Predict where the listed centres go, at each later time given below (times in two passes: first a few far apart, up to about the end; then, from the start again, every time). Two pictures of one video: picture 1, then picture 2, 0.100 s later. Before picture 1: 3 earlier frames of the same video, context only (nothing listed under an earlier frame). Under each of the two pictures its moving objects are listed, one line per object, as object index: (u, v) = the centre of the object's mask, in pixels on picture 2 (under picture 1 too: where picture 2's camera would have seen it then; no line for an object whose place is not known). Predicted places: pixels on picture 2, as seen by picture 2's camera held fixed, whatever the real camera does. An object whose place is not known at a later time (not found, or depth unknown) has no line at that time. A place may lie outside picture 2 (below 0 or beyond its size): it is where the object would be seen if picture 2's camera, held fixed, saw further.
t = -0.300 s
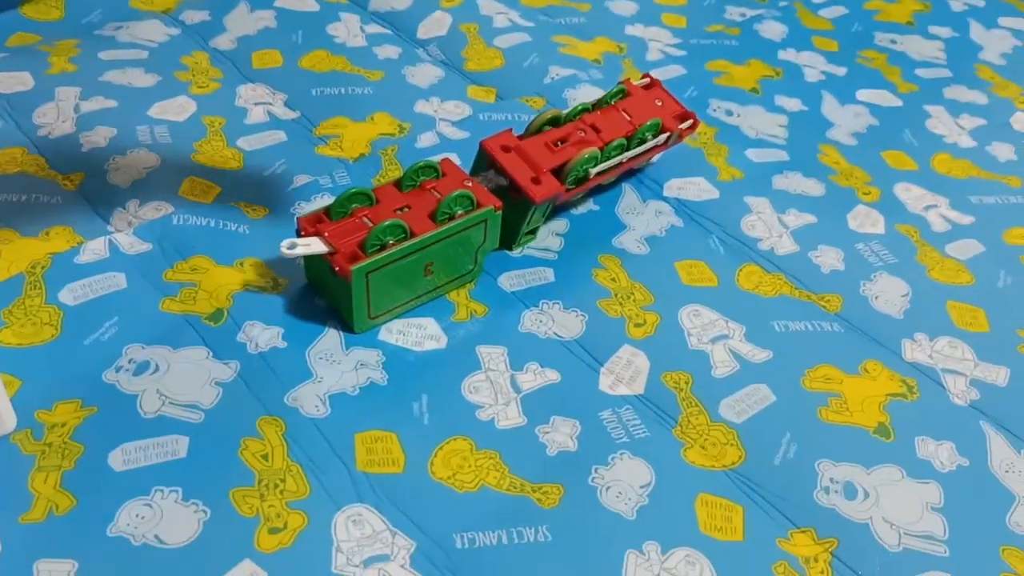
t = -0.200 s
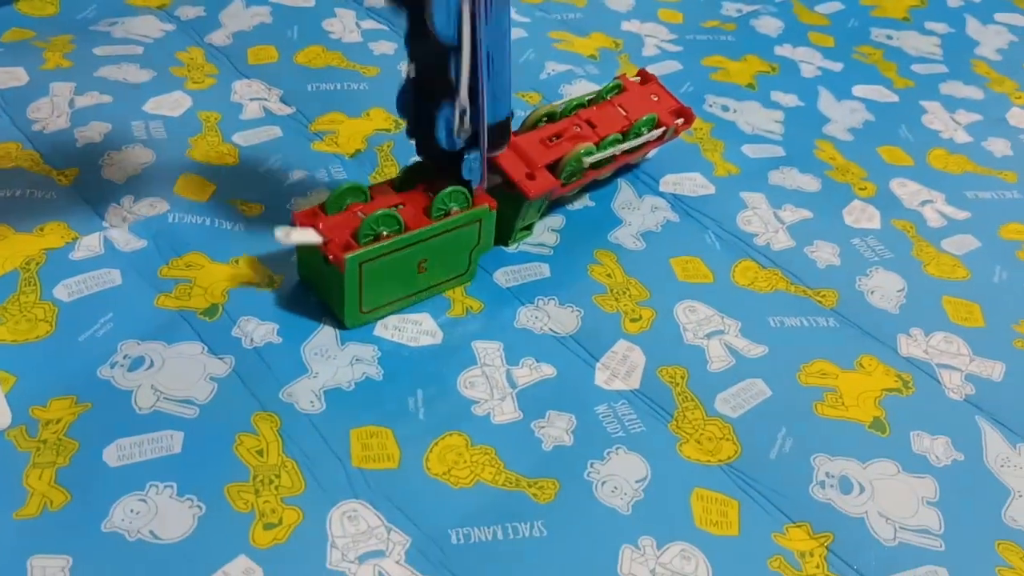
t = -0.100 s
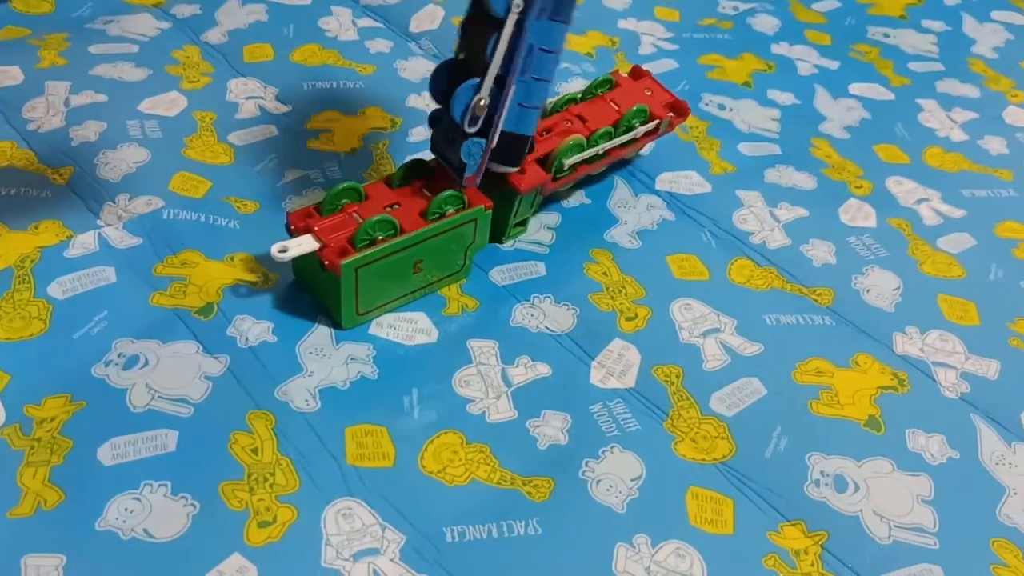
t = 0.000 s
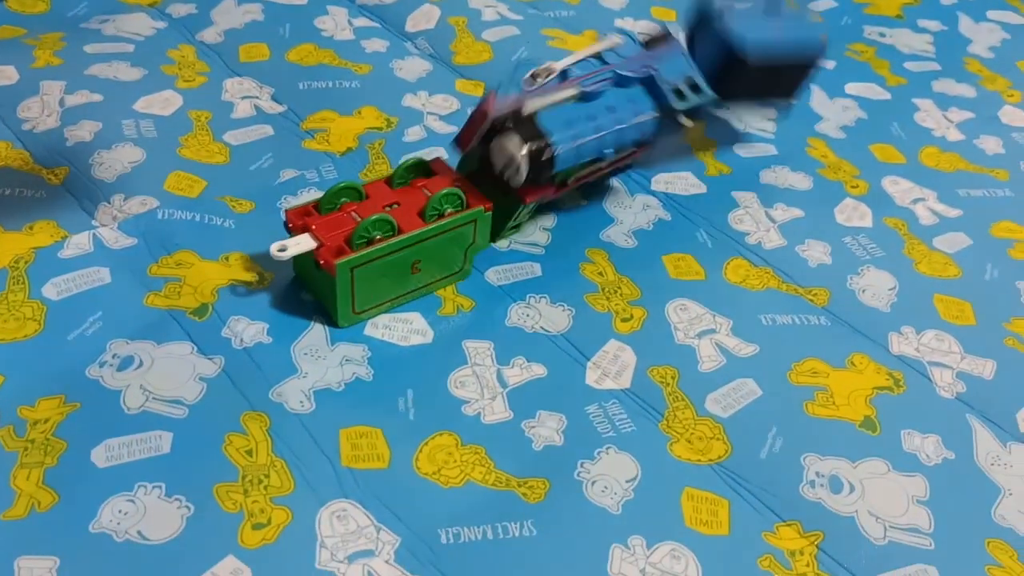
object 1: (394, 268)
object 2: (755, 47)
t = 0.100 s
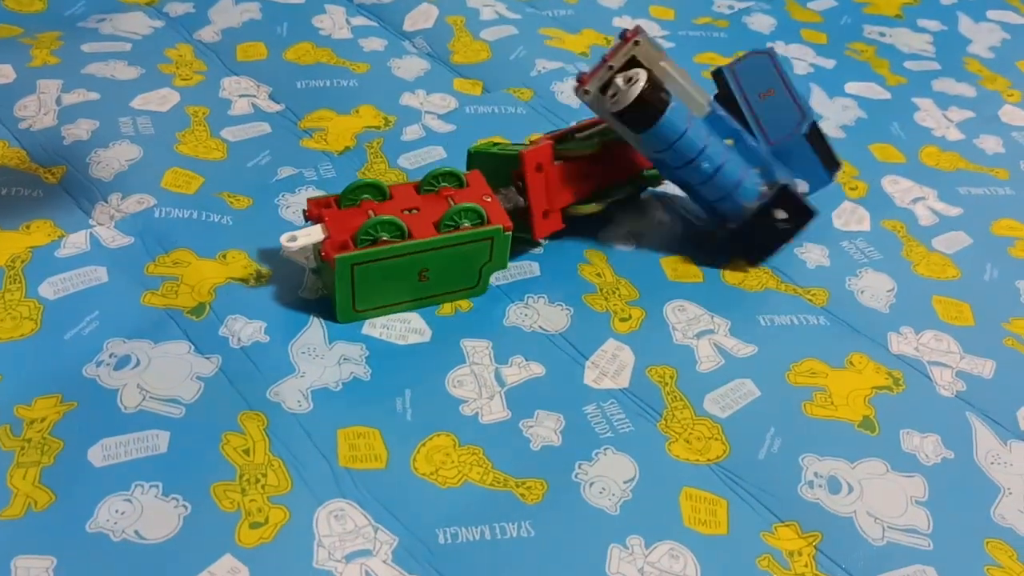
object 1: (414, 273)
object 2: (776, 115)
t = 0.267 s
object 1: (415, 271)
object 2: (819, 123)
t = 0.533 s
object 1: (415, 271)
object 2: (825, 128)
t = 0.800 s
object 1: (415, 272)
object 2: (824, 128)
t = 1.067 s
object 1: (416, 272)
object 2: (824, 128)
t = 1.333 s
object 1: (416, 272)
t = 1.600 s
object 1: (416, 272)
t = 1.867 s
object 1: (416, 272)
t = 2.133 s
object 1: (416, 272)
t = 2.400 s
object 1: (416, 272)
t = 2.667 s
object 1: (415, 272)
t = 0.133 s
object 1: (417, 274)
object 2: (787, 123)
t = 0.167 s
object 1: (417, 273)
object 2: (797, 122)
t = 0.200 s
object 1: (415, 272)
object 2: (802, 117)
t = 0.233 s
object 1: (415, 271)
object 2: (820, 116)
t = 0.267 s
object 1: (415, 271)
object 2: (819, 123)
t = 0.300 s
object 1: (415, 272)
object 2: (824, 126)
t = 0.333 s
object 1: (415, 272)
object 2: (826, 126)
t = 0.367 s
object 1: (415, 272)
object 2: (826, 127)
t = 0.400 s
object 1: (415, 271)
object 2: (826, 127)
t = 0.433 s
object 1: (415, 271)
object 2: (826, 127)
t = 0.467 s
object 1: (416, 272)
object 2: (825, 127)
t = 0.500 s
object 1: (415, 271)
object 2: (825, 127)
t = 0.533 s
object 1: (415, 271)
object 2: (825, 128)
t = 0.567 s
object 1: (415, 272)
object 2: (825, 127)
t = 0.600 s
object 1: (415, 272)
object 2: (825, 128)
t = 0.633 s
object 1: (415, 272)
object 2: (825, 128)
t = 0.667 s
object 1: (415, 272)
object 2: (824, 128)
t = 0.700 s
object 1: (415, 272)
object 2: (824, 128)
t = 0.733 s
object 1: (415, 272)
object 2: (824, 128)
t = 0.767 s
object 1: (415, 272)
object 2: (824, 128)
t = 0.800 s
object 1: (415, 272)
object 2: (824, 128)
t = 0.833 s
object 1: (415, 272)
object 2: (824, 128)
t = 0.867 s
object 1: (415, 272)
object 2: (824, 128)
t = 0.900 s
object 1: (416, 272)
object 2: (824, 128)
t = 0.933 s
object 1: (416, 272)
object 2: (824, 128)
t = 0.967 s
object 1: (416, 272)
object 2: (824, 128)
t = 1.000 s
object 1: (416, 272)
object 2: (824, 128)
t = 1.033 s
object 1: (416, 272)
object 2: (824, 128)
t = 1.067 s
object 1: (416, 272)
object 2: (824, 128)
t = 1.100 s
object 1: (416, 272)
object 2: (824, 128)
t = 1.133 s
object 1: (416, 272)
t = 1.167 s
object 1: (416, 272)
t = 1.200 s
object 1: (416, 272)
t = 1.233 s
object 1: (416, 272)
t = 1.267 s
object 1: (416, 272)
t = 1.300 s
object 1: (416, 272)
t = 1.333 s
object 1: (416, 272)
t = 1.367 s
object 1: (416, 272)
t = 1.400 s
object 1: (416, 272)
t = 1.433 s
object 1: (416, 272)
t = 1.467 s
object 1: (416, 272)
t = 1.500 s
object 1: (417, 272)
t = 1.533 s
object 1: (416, 272)
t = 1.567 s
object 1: (416, 272)
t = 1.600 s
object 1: (416, 272)
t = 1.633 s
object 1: (416, 272)
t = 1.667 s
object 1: (416, 272)
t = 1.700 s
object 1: (416, 272)
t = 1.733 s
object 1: (416, 272)
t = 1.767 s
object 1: (416, 272)
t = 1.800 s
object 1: (416, 272)
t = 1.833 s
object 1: (416, 272)
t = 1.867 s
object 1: (416, 272)
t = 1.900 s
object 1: (416, 272)
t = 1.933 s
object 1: (416, 272)
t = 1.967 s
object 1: (416, 272)
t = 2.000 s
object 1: (416, 272)
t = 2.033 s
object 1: (416, 272)
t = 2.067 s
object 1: (416, 272)
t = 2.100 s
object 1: (416, 272)
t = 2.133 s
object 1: (416, 272)
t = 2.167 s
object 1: (416, 272)
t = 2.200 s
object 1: (416, 272)
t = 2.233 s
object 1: (416, 272)
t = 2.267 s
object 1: (416, 272)
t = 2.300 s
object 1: (416, 272)
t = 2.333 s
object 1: (416, 272)
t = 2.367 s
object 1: (416, 272)
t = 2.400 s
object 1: (416, 272)
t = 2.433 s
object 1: (416, 272)
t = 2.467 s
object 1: (416, 272)
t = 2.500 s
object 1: (416, 272)
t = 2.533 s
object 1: (416, 272)
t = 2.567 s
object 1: (416, 272)
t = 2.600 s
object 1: (416, 272)
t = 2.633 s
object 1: (416, 272)
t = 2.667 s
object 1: (415, 272)
